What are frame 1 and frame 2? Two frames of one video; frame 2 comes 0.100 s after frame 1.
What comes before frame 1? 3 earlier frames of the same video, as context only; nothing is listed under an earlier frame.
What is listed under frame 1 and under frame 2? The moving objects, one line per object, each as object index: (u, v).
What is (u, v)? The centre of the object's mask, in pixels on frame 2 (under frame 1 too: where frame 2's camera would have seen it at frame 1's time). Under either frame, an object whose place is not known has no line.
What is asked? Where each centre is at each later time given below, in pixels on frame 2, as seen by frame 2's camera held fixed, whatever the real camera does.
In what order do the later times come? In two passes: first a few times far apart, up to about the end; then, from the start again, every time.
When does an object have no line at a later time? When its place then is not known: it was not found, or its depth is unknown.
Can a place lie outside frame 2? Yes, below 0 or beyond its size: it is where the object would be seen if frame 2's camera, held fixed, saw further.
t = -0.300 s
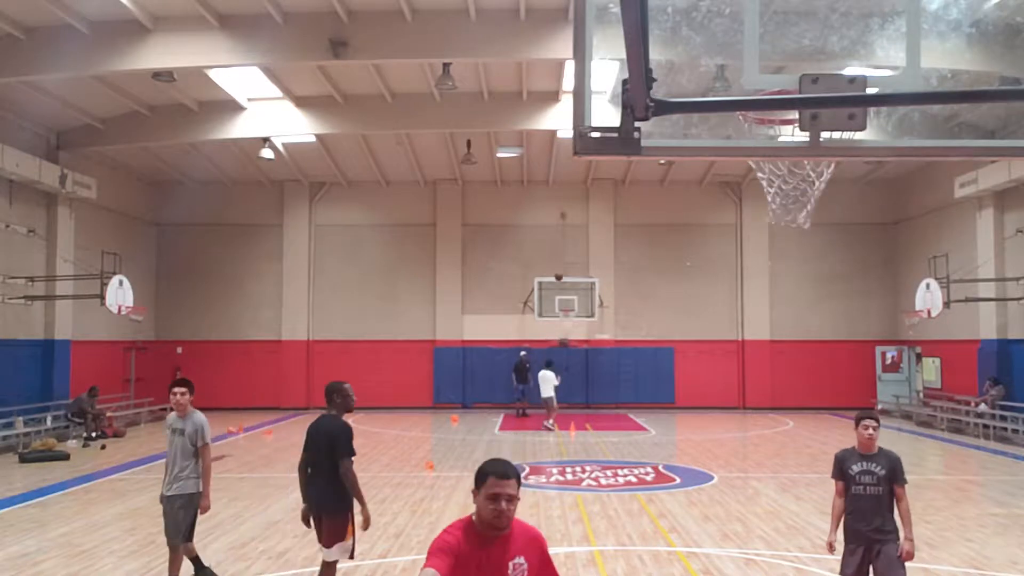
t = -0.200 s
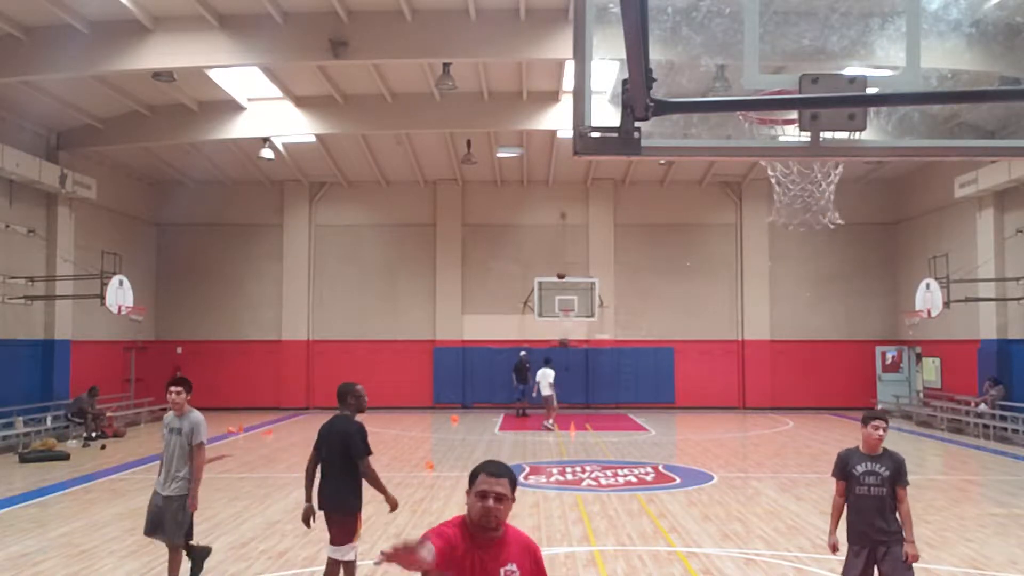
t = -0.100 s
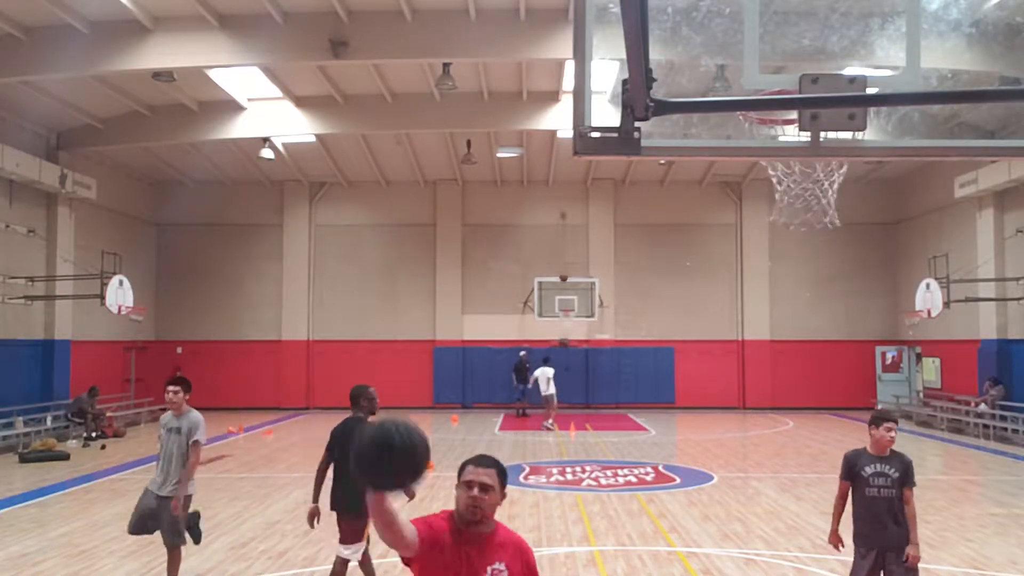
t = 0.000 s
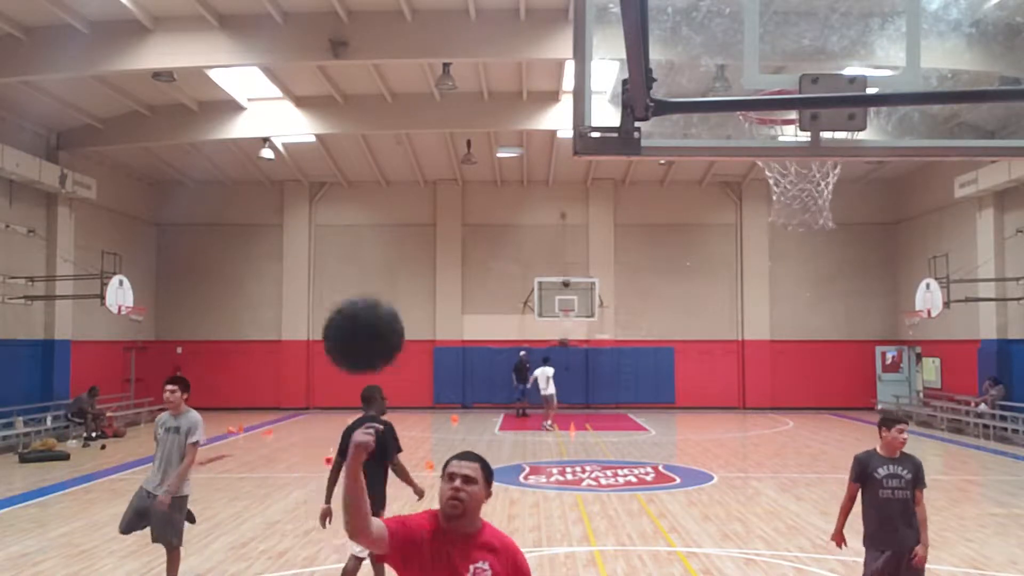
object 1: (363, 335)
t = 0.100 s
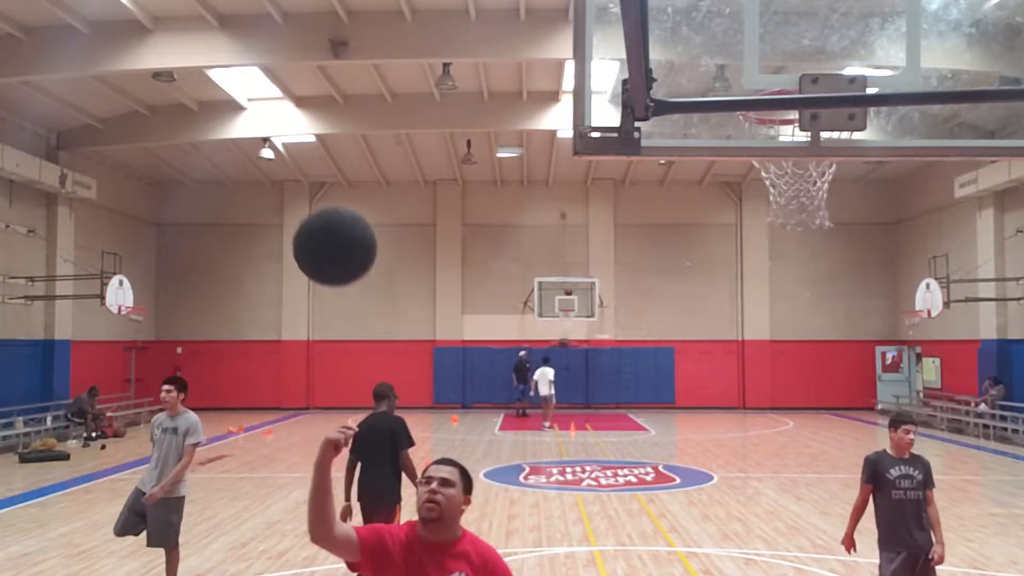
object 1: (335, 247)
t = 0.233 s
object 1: (296, 175)
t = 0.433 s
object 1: (236, 173)
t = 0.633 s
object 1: (162, 323)
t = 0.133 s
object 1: (325, 225)
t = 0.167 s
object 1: (315, 205)
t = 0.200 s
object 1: (306, 189)
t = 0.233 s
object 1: (296, 175)
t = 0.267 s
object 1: (286, 166)
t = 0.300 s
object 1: (276, 160)
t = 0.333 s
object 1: (265, 157)
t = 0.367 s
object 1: (256, 159)
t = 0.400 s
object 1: (245, 164)
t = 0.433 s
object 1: (236, 173)
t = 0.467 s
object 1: (223, 188)
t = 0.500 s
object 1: (211, 207)
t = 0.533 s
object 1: (201, 228)
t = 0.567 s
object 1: (188, 255)
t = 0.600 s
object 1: (176, 286)
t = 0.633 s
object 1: (162, 323)
